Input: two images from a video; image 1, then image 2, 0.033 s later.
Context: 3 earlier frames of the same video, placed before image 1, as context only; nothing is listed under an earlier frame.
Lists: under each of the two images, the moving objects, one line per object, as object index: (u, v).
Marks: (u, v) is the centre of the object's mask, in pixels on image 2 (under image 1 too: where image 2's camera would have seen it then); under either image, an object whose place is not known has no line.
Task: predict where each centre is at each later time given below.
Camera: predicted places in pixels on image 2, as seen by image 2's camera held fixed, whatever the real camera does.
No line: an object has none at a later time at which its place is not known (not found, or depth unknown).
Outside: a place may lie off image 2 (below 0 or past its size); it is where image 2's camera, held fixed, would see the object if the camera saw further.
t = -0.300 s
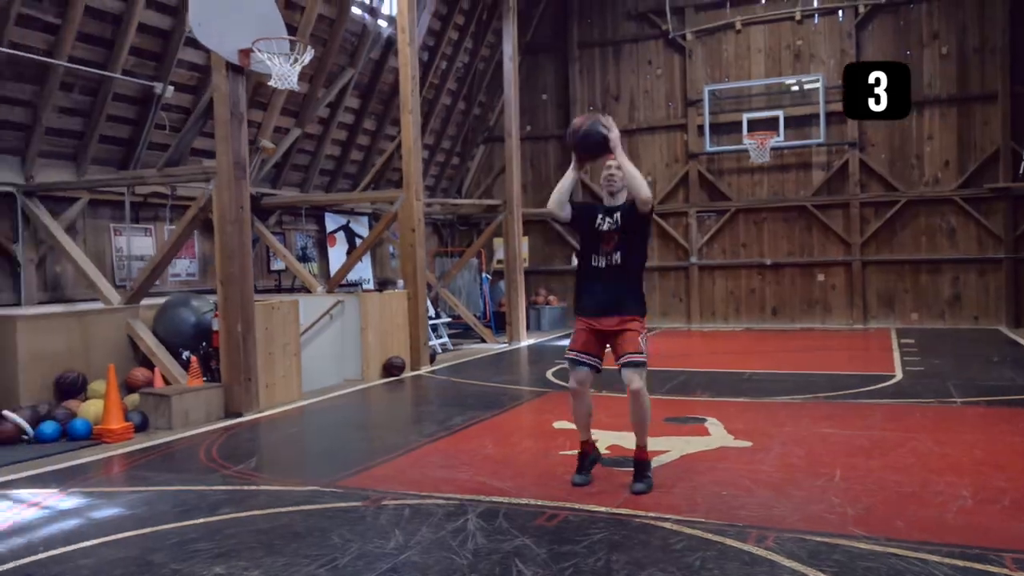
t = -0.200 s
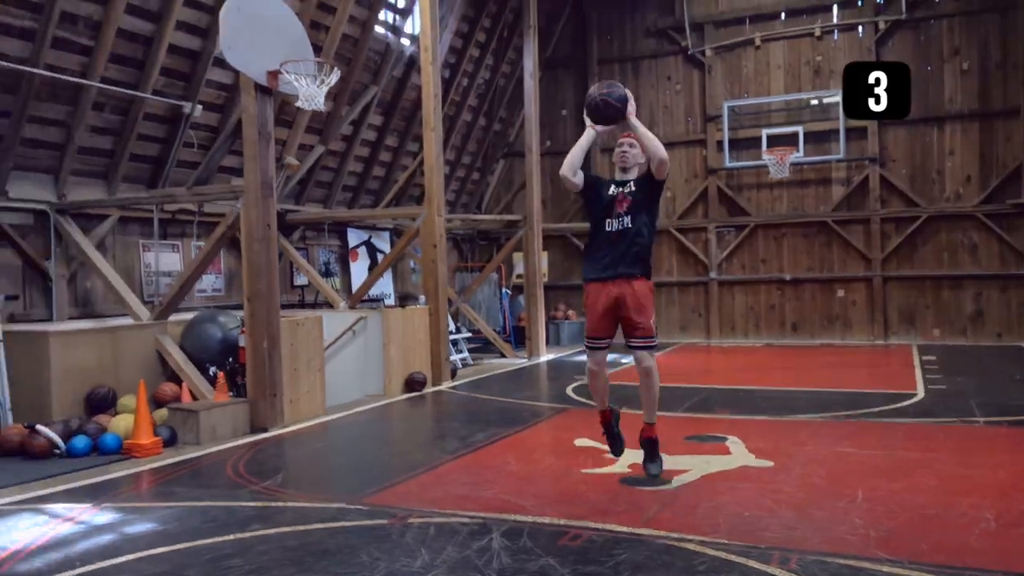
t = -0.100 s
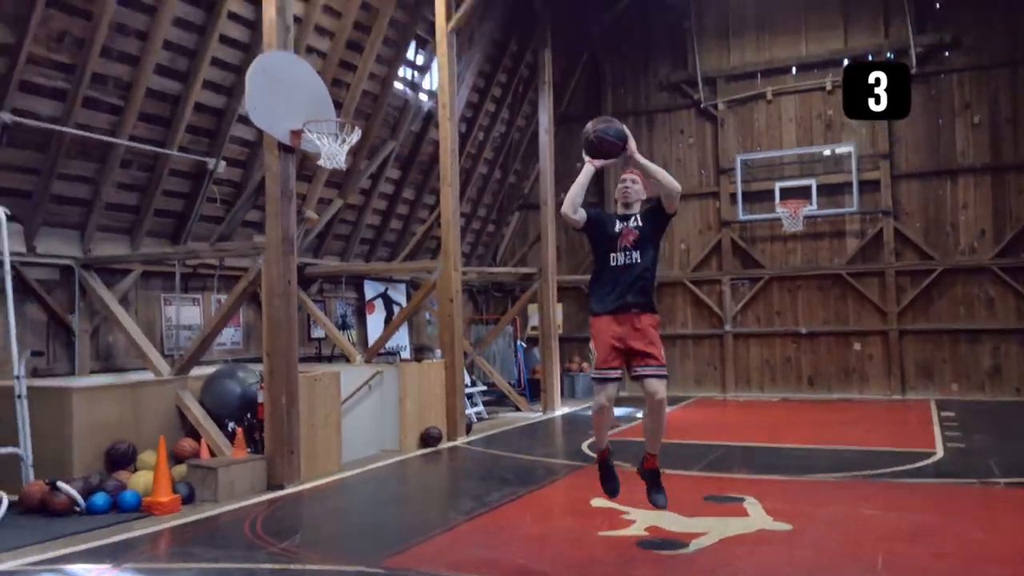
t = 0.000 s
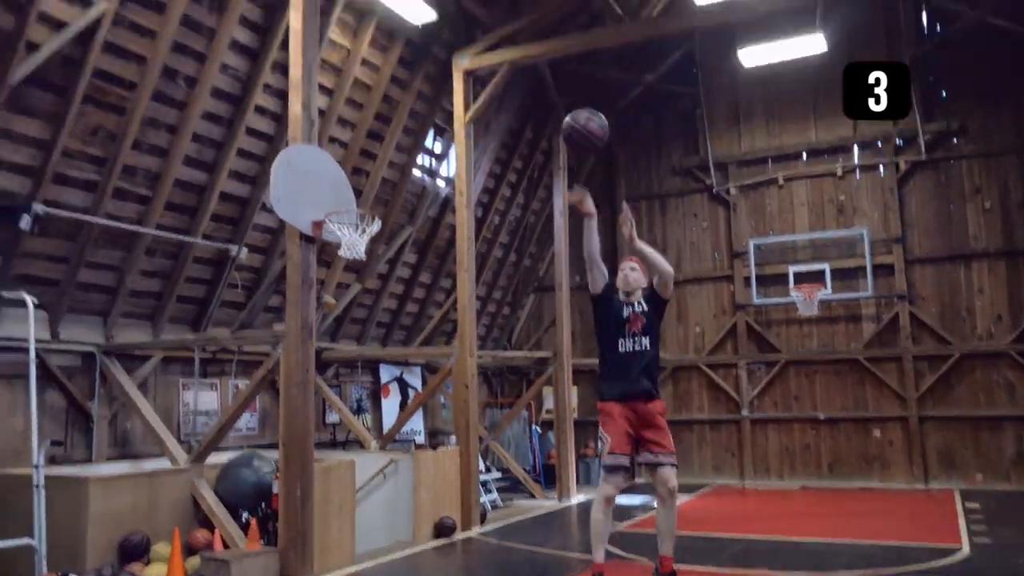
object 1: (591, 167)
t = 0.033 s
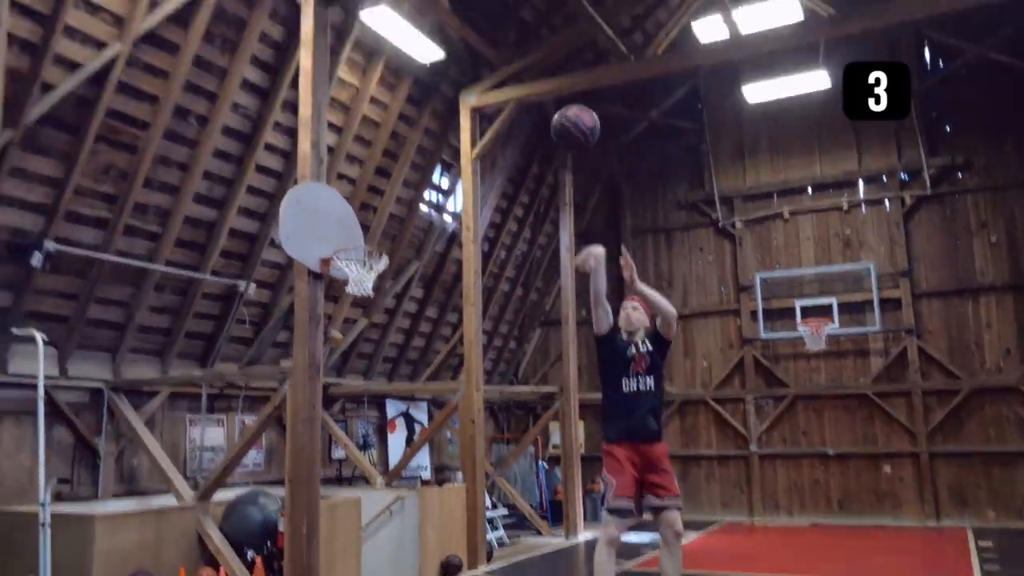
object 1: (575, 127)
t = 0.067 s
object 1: (558, 88)
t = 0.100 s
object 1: (540, 46)
